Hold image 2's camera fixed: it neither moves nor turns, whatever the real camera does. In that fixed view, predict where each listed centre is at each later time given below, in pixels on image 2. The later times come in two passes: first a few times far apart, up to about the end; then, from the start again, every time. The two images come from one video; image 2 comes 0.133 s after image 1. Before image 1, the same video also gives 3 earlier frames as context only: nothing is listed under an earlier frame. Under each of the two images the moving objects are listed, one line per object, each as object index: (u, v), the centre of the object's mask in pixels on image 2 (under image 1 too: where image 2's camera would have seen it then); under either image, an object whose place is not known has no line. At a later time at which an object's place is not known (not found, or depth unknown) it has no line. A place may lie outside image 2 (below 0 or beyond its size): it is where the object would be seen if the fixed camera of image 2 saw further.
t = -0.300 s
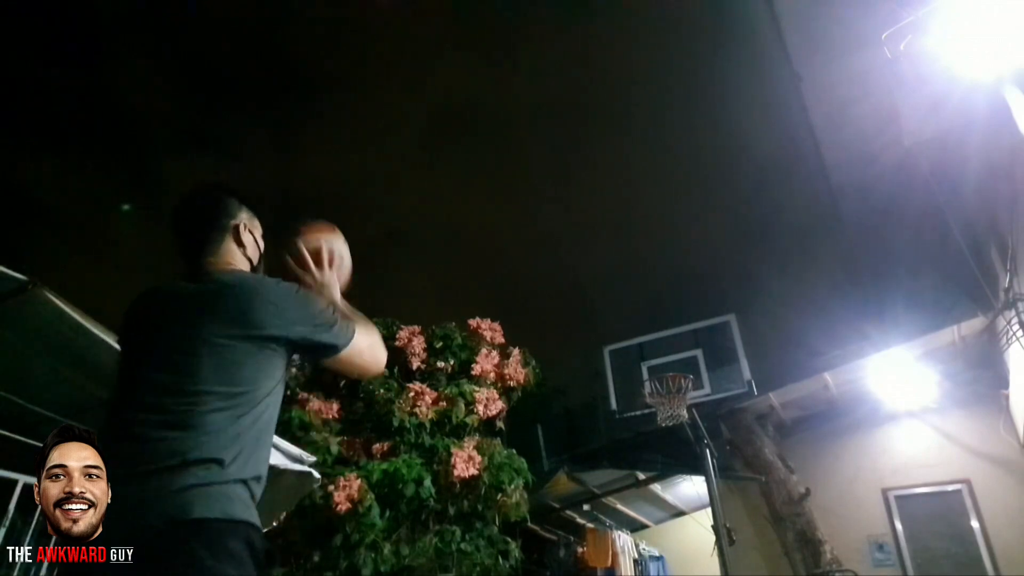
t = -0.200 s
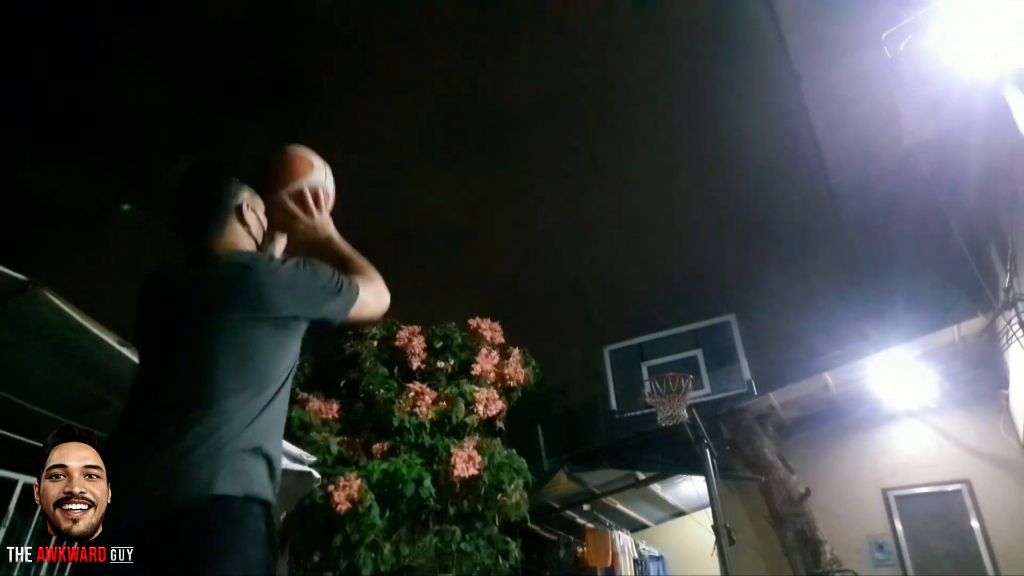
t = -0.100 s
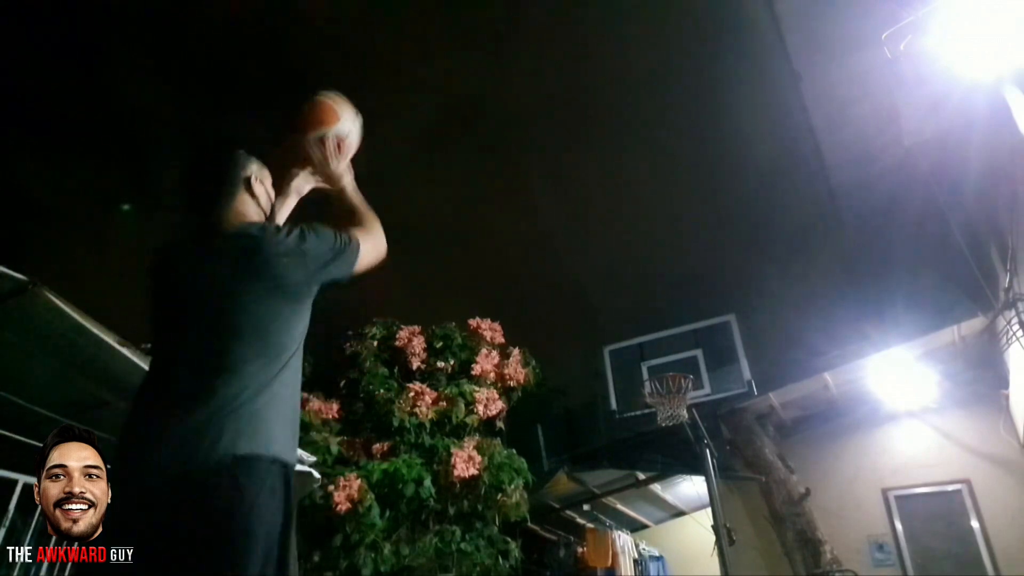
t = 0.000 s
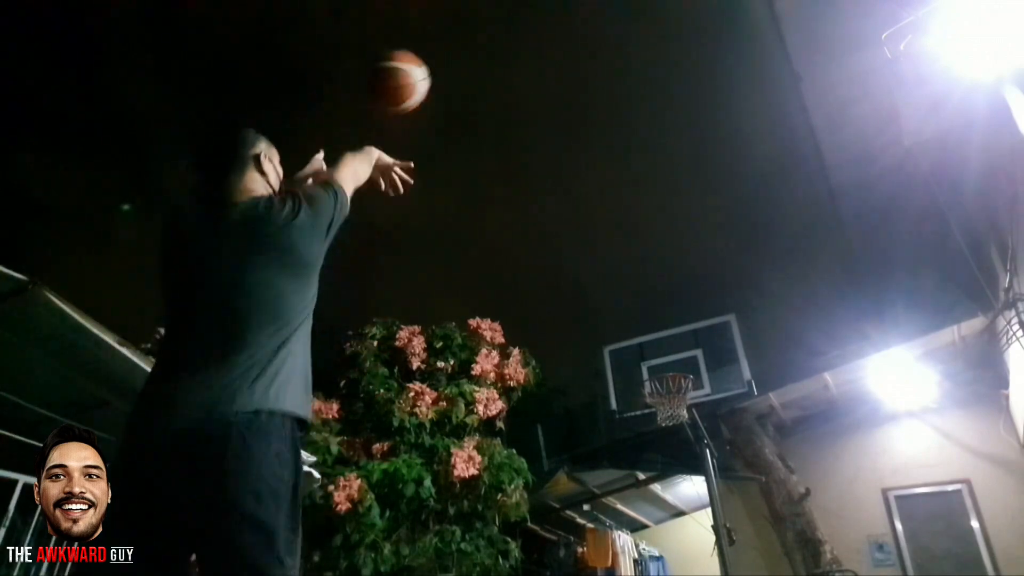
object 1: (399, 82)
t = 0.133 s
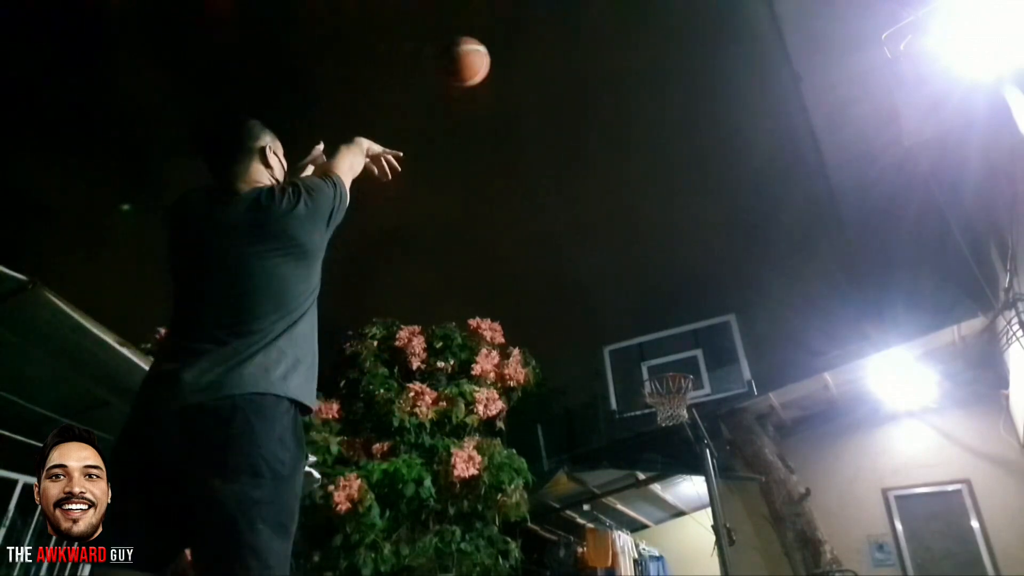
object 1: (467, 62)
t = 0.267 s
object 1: (509, 69)
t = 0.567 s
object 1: (576, 137)
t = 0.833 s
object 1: (617, 243)
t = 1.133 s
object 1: (652, 370)
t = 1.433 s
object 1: (659, 367)
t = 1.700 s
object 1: (653, 374)
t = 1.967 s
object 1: (695, 452)
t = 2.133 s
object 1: (724, 538)
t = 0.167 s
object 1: (479, 61)
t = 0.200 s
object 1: (489, 62)
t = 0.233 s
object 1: (499, 66)
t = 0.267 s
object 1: (509, 69)
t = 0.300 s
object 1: (518, 72)
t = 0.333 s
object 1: (527, 78)
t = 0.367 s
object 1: (535, 85)
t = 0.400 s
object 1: (543, 91)
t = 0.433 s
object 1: (549, 98)
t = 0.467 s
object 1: (556, 108)
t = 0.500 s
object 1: (563, 119)
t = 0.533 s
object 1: (570, 128)
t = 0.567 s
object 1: (576, 137)
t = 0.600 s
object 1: (580, 148)
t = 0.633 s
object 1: (586, 163)
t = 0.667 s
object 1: (592, 171)
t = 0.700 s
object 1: (597, 183)
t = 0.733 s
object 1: (602, 199)
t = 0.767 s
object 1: (606, 212)
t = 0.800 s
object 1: (612, 227)
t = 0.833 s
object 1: (617, 243)
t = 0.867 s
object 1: (622, 259)
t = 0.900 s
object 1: (627, 276)
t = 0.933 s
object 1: (630, 293)
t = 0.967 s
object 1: (636, 311)
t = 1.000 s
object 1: (641, 330)
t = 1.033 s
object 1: (645, 349)
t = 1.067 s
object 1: (650, 369)
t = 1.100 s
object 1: (651, 369)
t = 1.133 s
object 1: (652, 370)
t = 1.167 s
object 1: (653, 372)
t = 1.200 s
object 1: (654, 373)
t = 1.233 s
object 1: (654, 373)
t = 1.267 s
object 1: (655, 377)
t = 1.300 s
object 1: (656, 374)
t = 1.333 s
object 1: (655, 373)
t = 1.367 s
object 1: (656, 373)
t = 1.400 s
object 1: (656, 371)
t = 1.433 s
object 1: (659, 367)
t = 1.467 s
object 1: (660, 366)
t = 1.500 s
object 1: (659, 365)
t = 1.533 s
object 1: (658, 365)
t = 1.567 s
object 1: (657, 367)
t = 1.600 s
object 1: (656, 368)
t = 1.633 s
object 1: (654, 369)
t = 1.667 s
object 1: (653, 372)
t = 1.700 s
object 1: (653, 374)
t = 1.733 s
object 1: (652, 381)
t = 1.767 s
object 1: (657, 390)
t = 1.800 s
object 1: (653, 396)
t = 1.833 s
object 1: (651, 392)
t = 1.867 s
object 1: (675, 417)
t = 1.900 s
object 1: (683, 426)
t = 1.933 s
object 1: (687, 437)
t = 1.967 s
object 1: (695, 452)
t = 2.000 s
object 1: (698, 463)
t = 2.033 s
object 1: (705, 481)
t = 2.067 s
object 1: (711, 499)
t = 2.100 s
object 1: (718, 518)
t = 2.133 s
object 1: (724, 538)
